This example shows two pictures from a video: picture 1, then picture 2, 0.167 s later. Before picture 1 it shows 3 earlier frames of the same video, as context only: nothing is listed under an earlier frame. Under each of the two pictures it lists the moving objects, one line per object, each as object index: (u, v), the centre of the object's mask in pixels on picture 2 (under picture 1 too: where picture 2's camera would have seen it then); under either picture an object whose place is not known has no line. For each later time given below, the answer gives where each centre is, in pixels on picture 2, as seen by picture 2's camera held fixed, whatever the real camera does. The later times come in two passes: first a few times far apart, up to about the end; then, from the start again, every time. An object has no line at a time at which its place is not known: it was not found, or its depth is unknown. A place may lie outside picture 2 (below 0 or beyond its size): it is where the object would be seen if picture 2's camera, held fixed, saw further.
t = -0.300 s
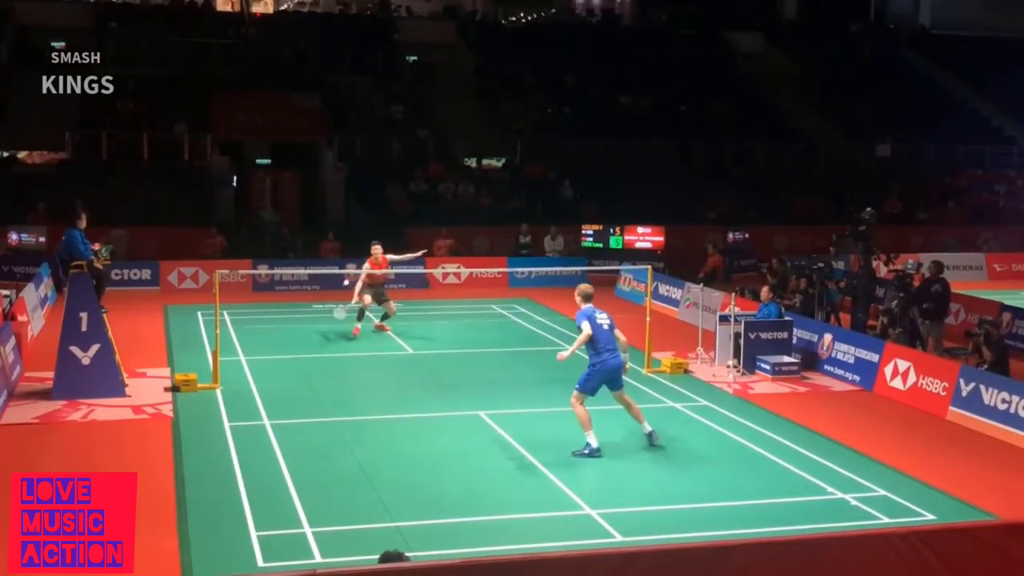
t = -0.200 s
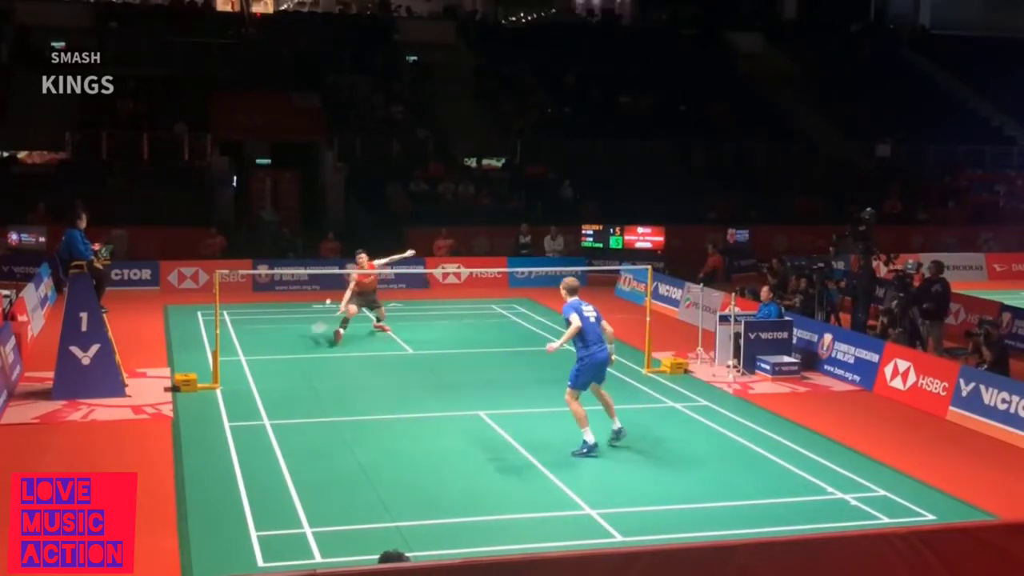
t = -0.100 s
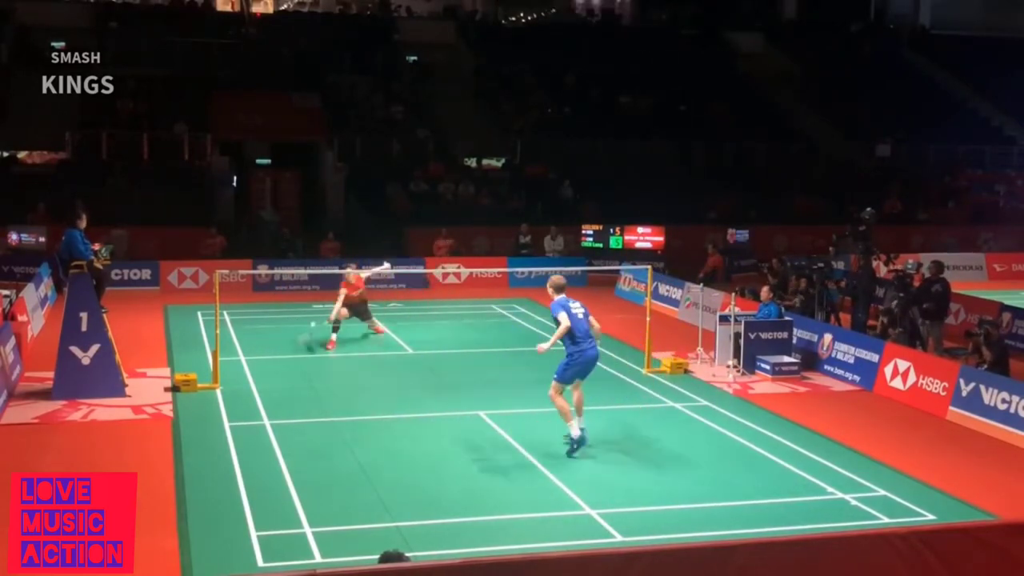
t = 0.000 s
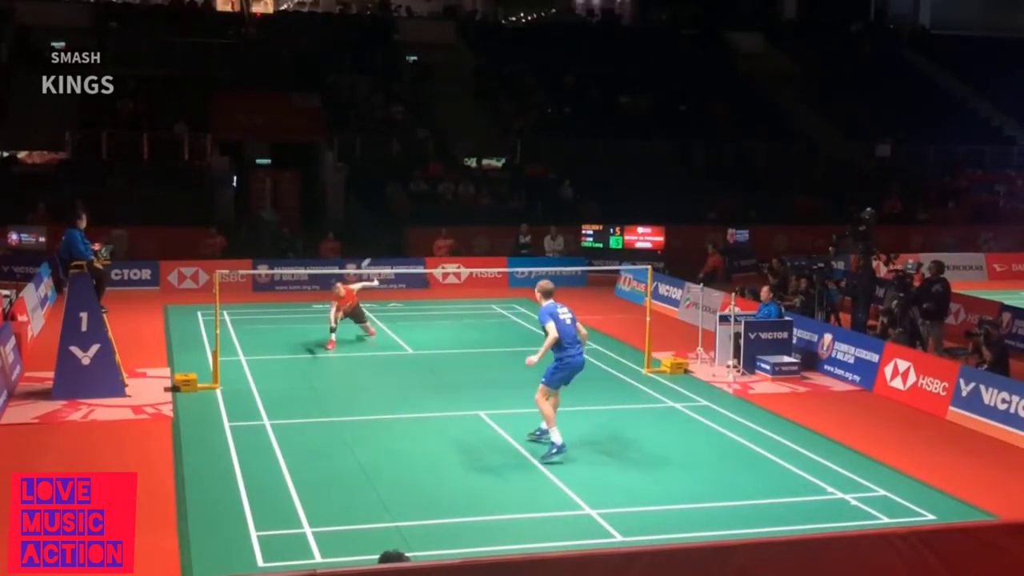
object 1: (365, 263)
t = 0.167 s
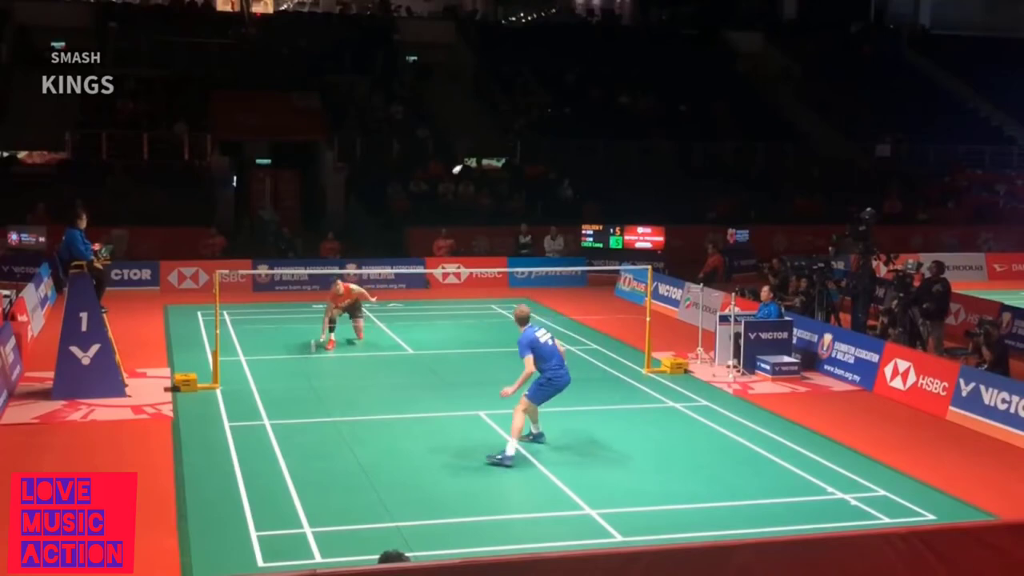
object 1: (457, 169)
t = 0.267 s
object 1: (500, 132)
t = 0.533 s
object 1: (595, 84)
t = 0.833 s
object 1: (682, 106)
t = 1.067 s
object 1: (737, 176)
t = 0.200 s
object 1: (471, 159)
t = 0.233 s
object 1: (486, 143)
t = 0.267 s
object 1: (500, 132)
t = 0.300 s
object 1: (513, 122)
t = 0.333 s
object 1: (526, 114)
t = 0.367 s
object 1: (538, 106)
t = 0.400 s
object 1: (550, 100)
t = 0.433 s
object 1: (561, 94)
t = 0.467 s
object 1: (573, 90)
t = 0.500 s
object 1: (584, 86)
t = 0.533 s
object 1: (595, 84)
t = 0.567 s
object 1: (605, 82)
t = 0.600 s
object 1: (615, 82)
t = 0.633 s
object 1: (626, 82)
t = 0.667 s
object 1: (636, 84)
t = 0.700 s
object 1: (646, 86)
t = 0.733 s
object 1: (655, 89)
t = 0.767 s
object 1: (664, 94)
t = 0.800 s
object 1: (673, 99)
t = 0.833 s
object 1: (682, 106)
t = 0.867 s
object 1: (690, 113)
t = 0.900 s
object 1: (699, 121)
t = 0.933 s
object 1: (707, 130)
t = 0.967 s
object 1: (715, 141)
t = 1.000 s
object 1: (722, 152)
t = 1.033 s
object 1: (729, 164)
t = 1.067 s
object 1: (737, 176)
